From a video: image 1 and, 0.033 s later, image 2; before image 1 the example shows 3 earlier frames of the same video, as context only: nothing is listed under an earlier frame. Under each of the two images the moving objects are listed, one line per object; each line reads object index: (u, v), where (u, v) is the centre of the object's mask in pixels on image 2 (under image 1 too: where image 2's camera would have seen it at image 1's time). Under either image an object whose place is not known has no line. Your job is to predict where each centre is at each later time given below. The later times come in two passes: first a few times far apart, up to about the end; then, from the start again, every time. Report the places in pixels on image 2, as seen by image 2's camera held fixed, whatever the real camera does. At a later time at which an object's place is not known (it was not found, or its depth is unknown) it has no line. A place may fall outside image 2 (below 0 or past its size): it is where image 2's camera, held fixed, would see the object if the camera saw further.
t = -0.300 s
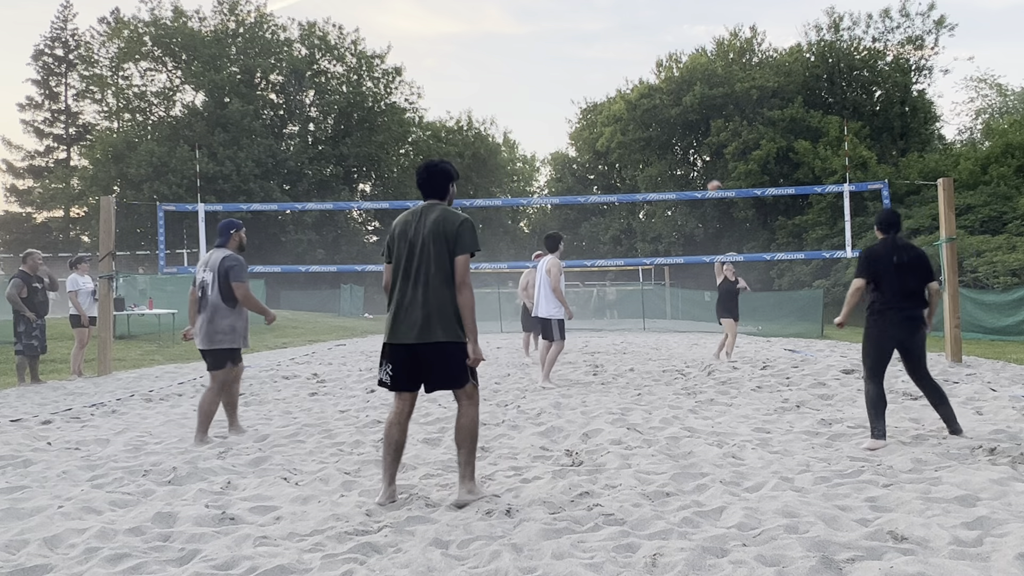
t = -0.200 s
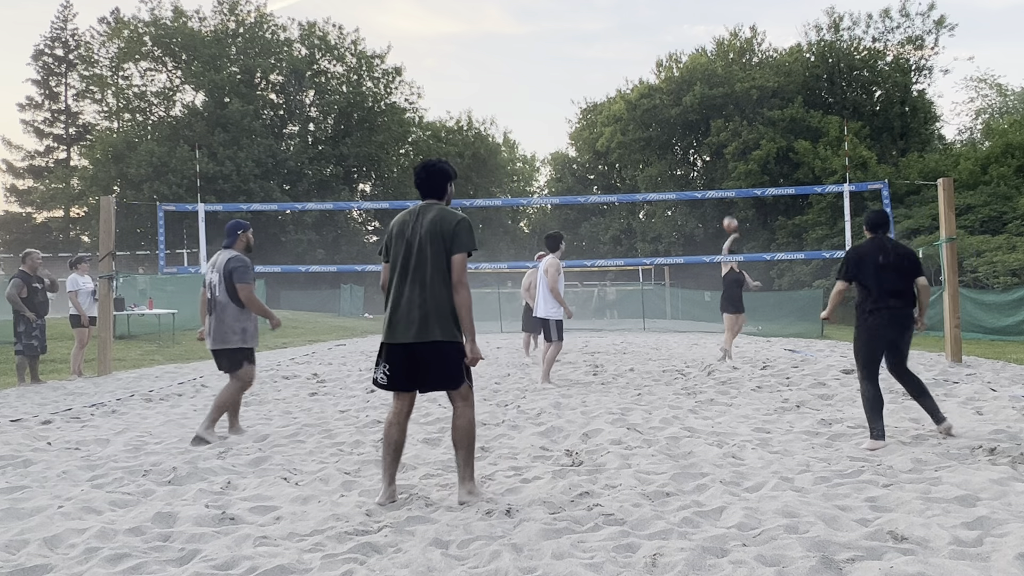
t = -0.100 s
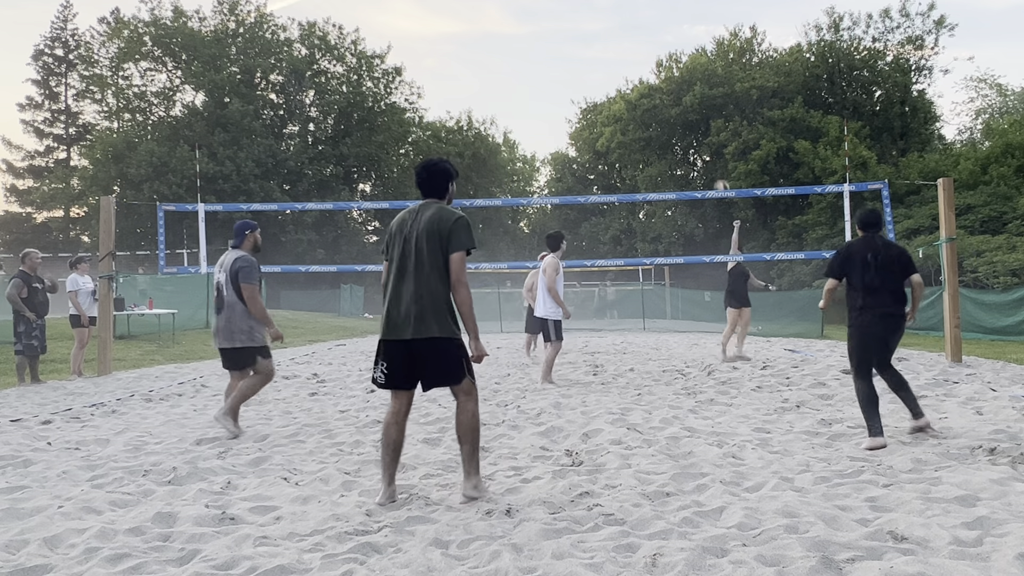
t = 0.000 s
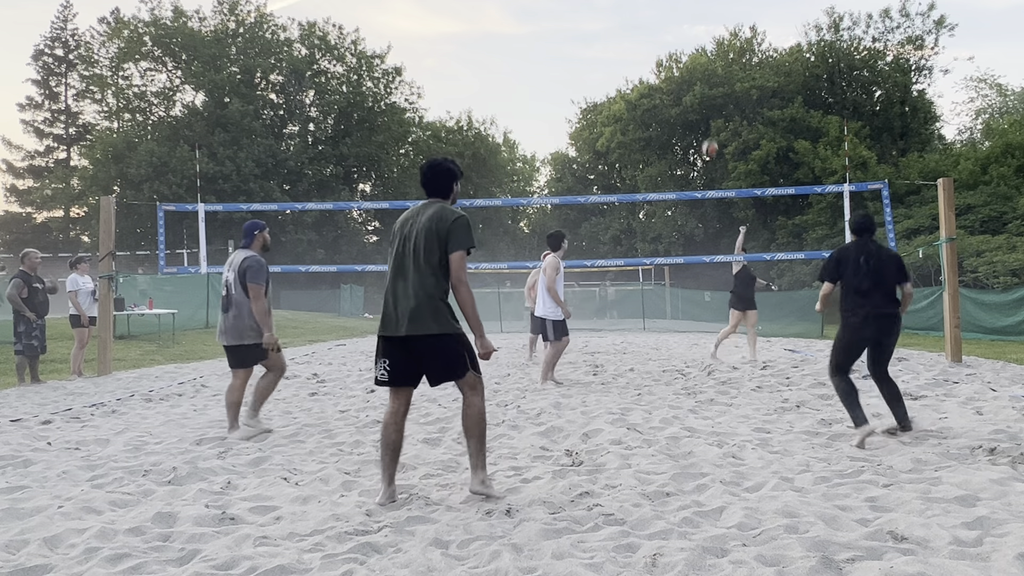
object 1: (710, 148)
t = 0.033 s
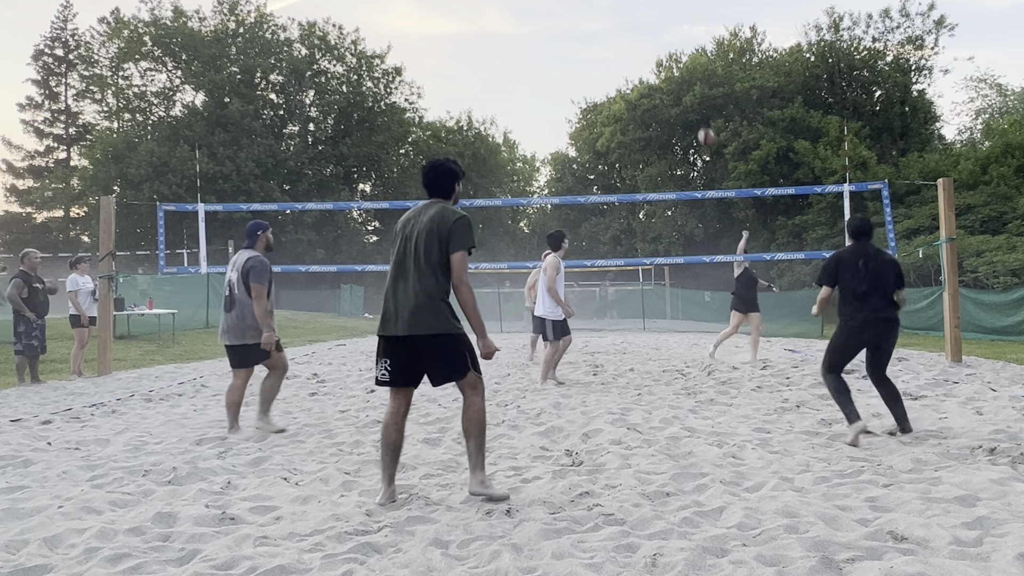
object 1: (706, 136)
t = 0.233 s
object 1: (680, 76)
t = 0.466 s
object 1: (646, 40)
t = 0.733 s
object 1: (604, 51)
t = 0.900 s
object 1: (576, 95)
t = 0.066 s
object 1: (702, 125)
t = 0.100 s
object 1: (697, 114)
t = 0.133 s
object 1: (693, 103)
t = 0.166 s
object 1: (689, 93)
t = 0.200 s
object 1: (684, 84)
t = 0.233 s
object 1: (680, 76)
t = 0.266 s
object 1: (674, 70)
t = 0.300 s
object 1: (670, 63)
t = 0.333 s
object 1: (665, 57)
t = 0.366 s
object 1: (661, 51)
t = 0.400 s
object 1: (655, 46)
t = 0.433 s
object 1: (651, 43)
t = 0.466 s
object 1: (646, 40)
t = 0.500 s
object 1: (641, 37)
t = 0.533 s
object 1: (636, 36)
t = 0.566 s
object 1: (631, 36)
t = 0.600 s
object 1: (625, 37)
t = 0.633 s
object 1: (620, 38)
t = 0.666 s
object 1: (615, 41)
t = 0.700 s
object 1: (610, 45)
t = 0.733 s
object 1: (604, 51)
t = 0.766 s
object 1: (598, 57)
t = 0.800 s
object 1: (593, 64)
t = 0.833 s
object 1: (587, 73)
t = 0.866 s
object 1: (582, 83)
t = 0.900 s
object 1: (576, 95)
